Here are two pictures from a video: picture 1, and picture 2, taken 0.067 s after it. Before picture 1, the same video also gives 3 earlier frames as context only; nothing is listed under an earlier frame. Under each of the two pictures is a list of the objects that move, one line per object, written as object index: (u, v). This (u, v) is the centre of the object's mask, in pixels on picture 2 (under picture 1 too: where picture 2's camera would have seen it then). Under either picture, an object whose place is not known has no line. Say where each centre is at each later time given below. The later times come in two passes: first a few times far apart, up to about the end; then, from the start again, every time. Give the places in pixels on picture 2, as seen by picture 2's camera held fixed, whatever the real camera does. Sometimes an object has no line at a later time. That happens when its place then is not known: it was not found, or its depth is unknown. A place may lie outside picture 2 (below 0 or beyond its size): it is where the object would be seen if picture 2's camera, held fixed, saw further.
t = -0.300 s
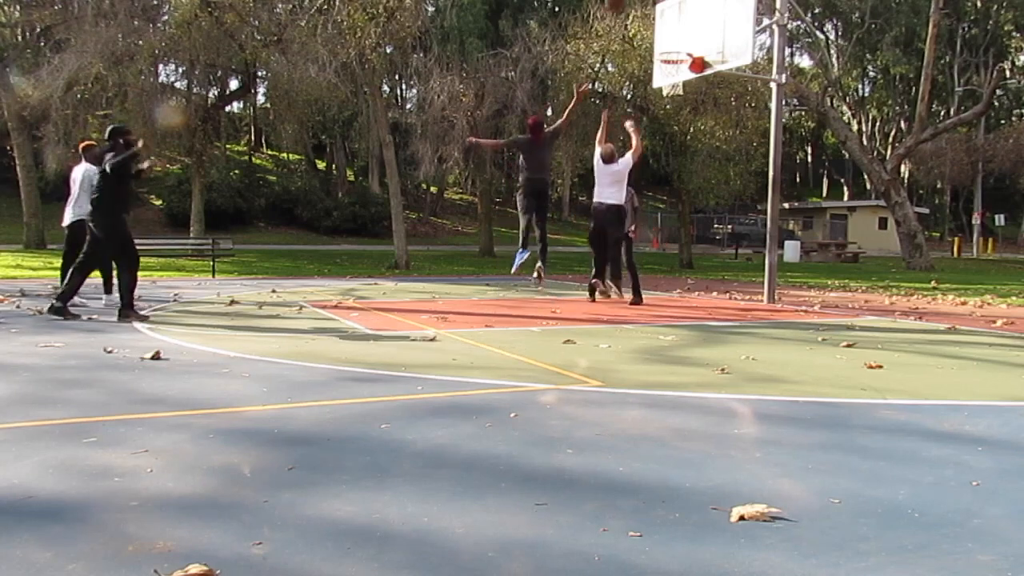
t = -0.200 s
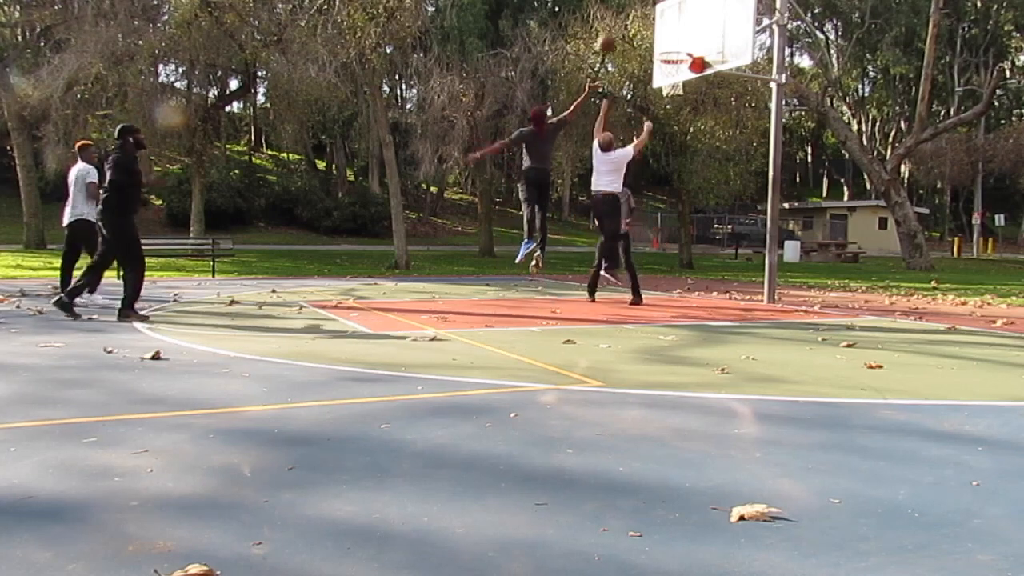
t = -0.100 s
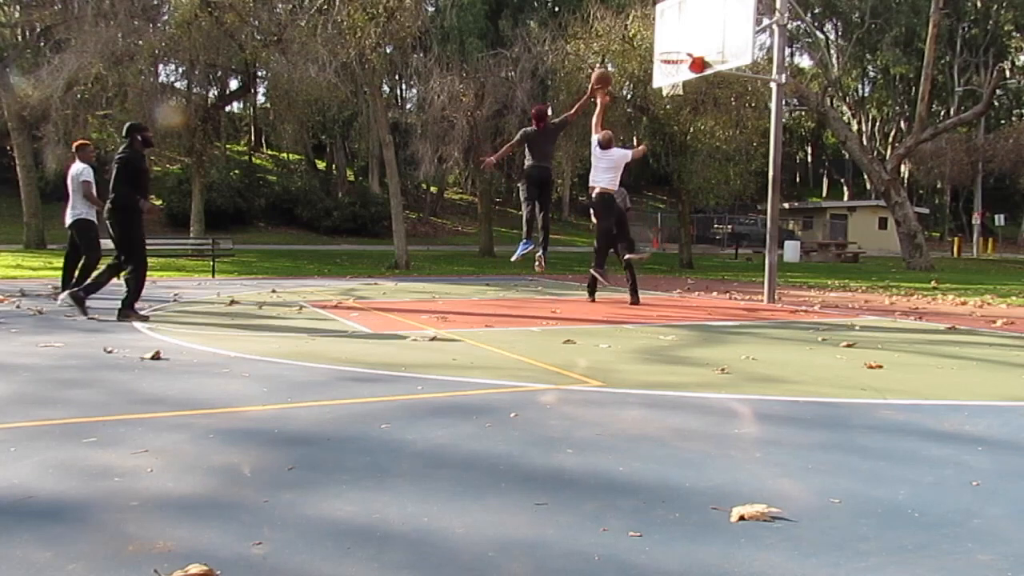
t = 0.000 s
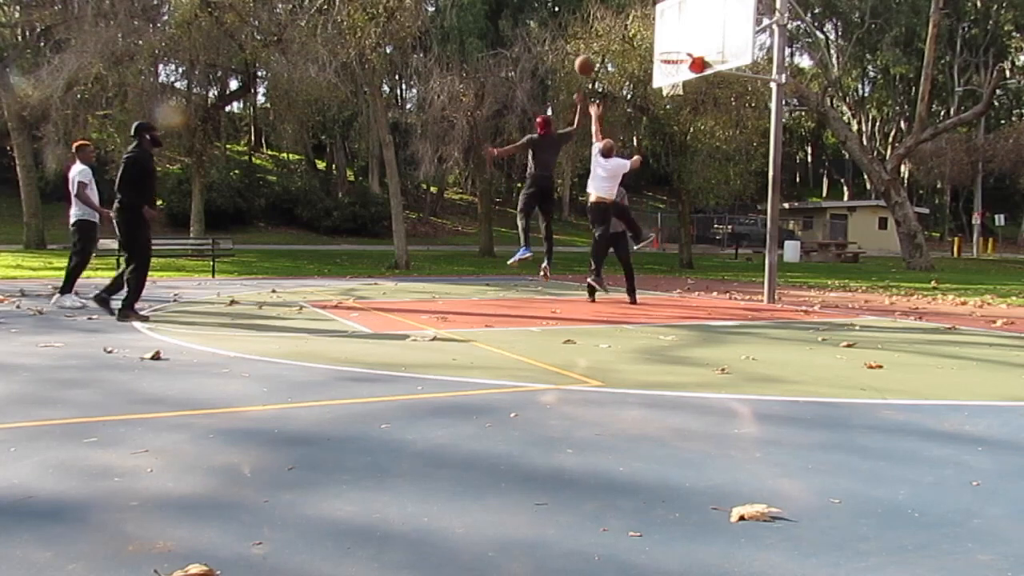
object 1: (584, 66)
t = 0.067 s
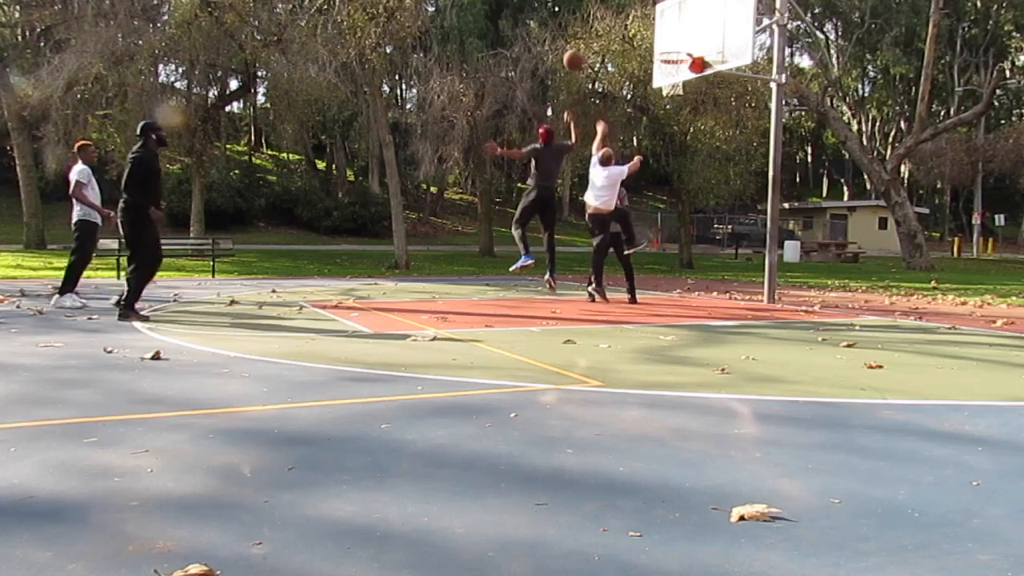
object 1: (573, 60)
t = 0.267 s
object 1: (540, 65)
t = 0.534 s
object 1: (501, 117)
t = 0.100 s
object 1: (567, 59)
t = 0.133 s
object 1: (561, 58)
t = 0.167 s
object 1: (556, 58)
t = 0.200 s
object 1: (551, 59)
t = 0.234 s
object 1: (546, 62)
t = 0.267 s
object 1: (540, 65)
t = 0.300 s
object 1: (534, 68)
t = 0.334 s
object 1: (530, 73)
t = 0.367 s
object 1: (525, 79)
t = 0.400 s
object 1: (520, 85)
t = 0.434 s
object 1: (515, 91)
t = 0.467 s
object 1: (509, 100)
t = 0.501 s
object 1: (505, 107)
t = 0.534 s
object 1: (501, 117)
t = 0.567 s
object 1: (496, 126)
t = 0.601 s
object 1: (491, 135)
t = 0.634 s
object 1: (487, 147)
